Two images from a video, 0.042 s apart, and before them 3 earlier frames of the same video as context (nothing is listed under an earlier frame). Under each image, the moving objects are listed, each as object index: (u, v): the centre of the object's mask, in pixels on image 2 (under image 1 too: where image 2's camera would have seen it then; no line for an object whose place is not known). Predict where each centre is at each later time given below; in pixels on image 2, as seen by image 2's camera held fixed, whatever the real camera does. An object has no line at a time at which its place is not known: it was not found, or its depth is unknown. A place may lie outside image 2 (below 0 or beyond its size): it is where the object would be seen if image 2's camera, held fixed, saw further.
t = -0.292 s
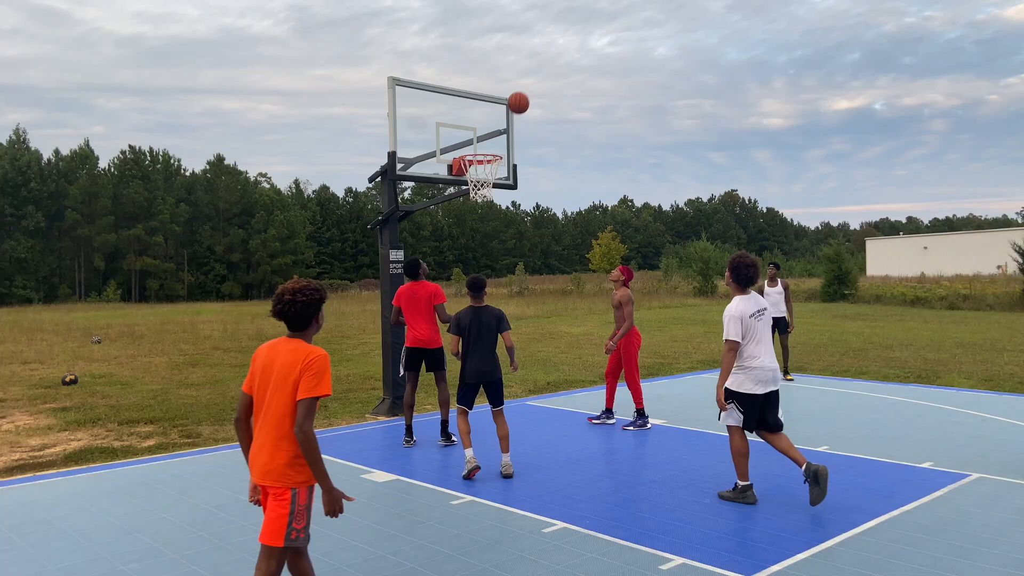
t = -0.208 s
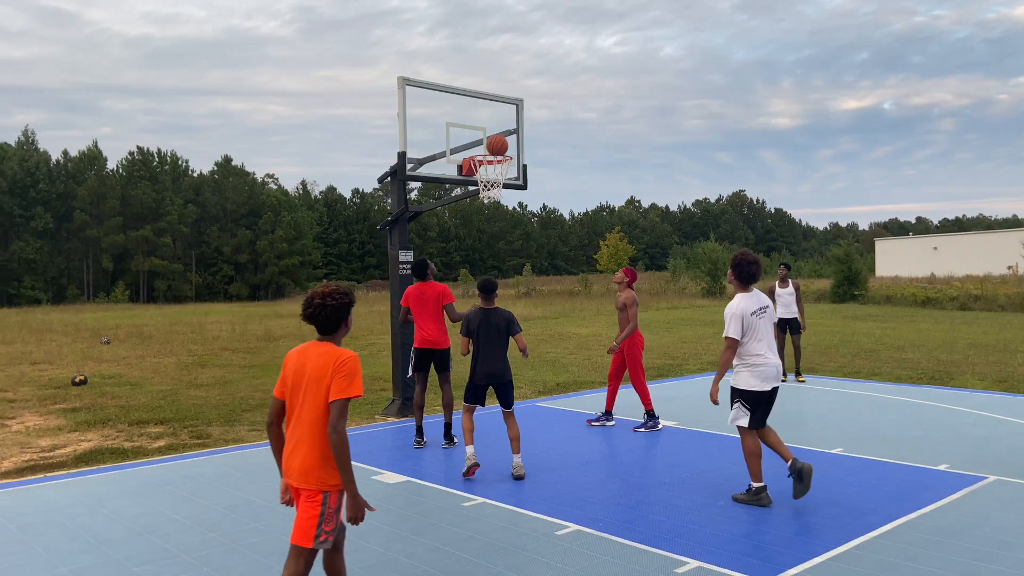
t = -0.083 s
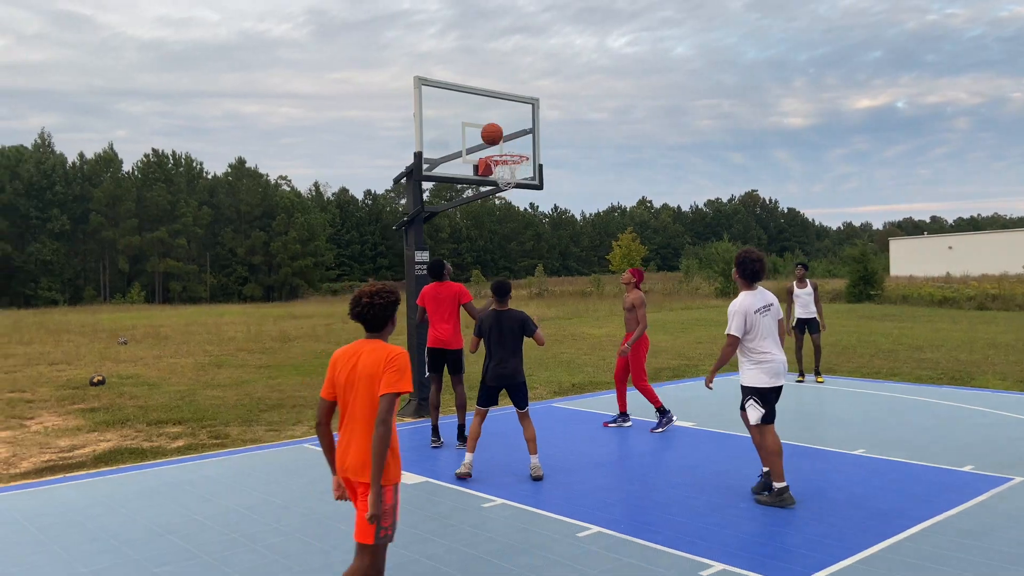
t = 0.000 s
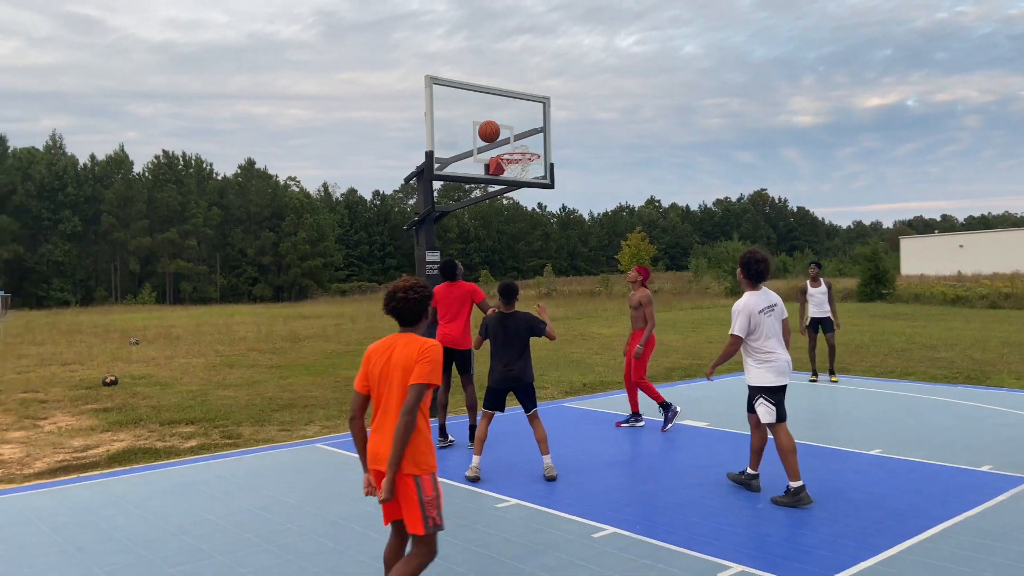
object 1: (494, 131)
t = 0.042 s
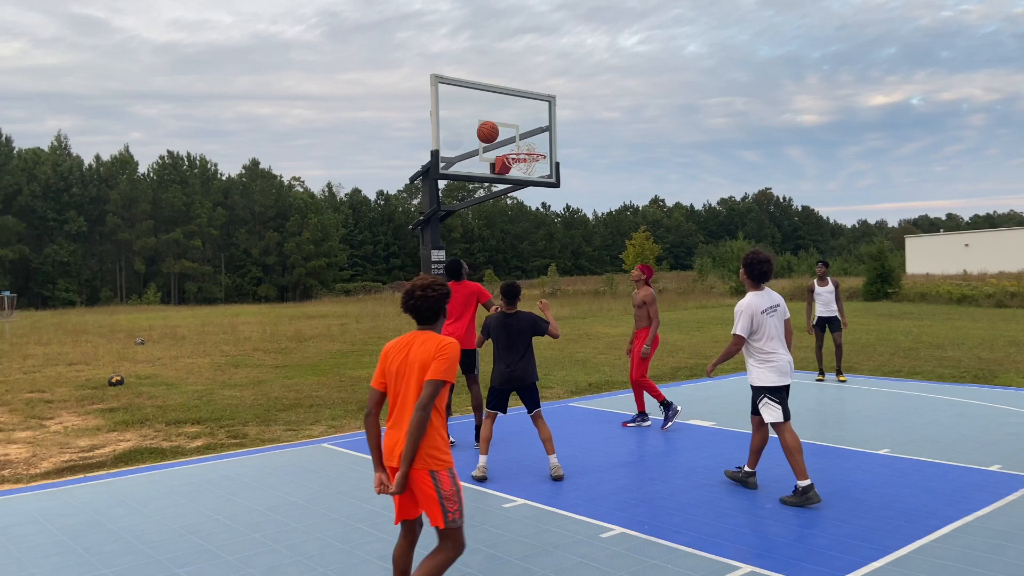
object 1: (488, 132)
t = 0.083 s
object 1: (481, 135)
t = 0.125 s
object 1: (474, 140)
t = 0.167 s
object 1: (468, 146)
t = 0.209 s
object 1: (465, 150)
